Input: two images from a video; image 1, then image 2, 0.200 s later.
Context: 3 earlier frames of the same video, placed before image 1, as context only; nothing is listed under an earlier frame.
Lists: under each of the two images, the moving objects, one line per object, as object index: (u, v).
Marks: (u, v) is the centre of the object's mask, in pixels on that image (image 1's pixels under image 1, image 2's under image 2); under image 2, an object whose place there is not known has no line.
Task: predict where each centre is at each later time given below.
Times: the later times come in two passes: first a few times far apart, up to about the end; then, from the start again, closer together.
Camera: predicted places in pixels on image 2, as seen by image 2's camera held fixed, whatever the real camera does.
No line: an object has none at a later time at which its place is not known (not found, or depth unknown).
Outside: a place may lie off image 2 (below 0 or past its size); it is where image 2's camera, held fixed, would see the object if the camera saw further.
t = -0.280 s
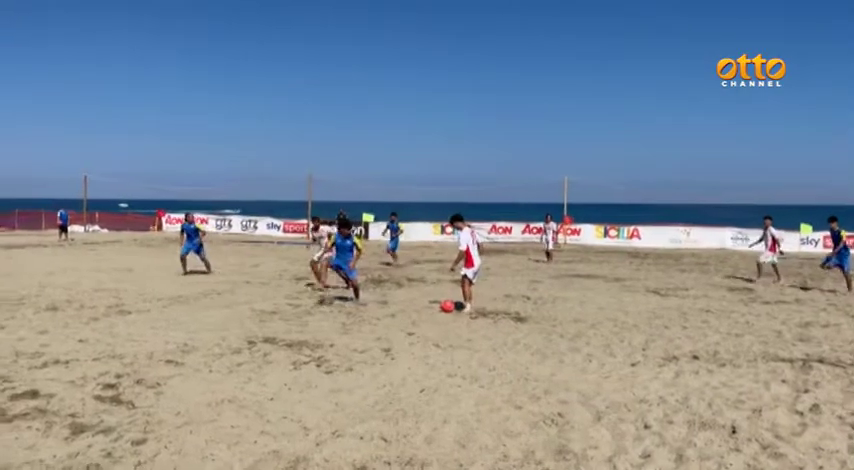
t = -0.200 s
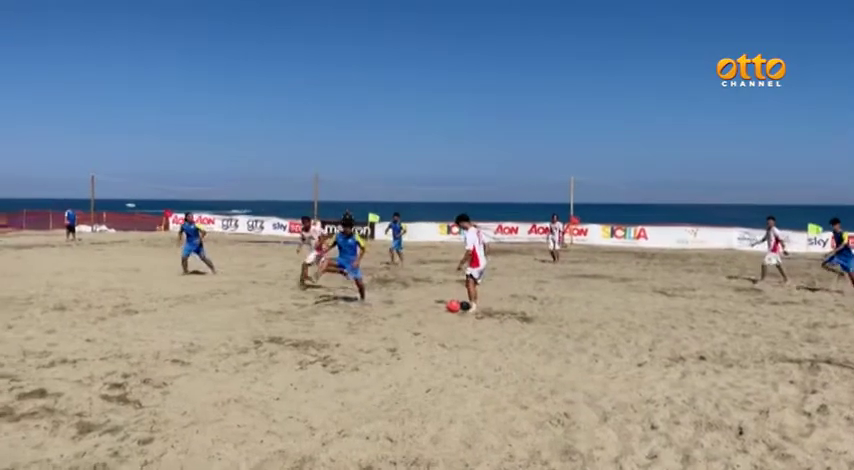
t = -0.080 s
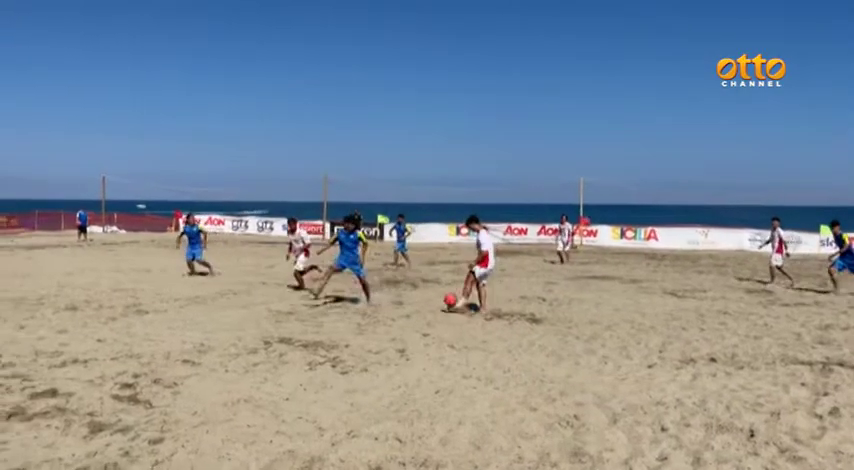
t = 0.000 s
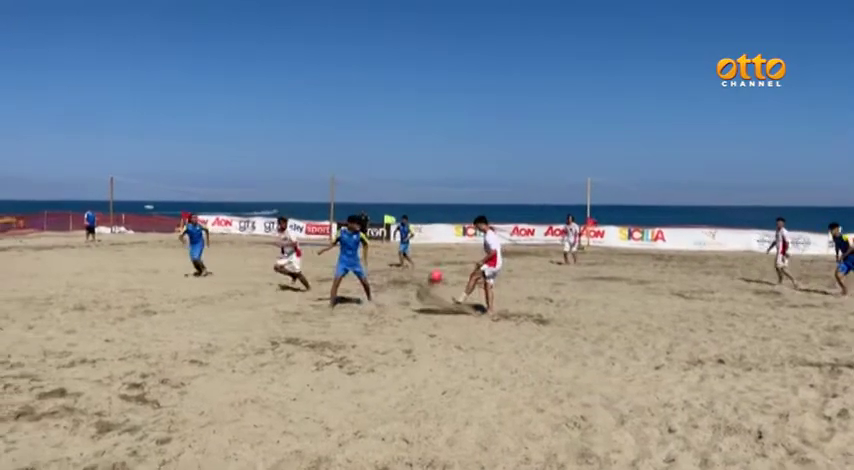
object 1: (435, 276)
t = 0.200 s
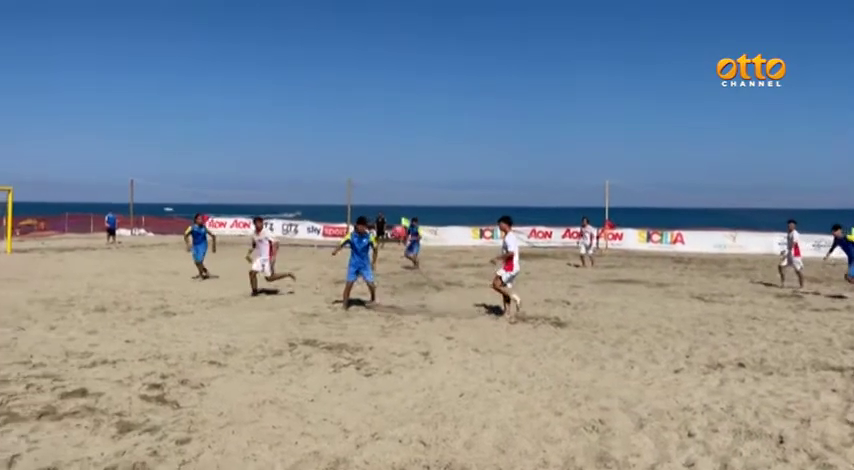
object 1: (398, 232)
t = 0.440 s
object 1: (333, 208)
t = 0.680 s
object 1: (270, 222)
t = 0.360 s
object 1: (355, 212)
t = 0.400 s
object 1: (343, 209)
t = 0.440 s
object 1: (333, 208)
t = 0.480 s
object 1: (323, 208)
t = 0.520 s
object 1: (312, 208)
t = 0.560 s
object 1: (302, 210)
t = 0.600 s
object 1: (291, 213)
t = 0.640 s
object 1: (281, 217)
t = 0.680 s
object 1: (270, 222)
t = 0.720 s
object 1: (260, 227)
